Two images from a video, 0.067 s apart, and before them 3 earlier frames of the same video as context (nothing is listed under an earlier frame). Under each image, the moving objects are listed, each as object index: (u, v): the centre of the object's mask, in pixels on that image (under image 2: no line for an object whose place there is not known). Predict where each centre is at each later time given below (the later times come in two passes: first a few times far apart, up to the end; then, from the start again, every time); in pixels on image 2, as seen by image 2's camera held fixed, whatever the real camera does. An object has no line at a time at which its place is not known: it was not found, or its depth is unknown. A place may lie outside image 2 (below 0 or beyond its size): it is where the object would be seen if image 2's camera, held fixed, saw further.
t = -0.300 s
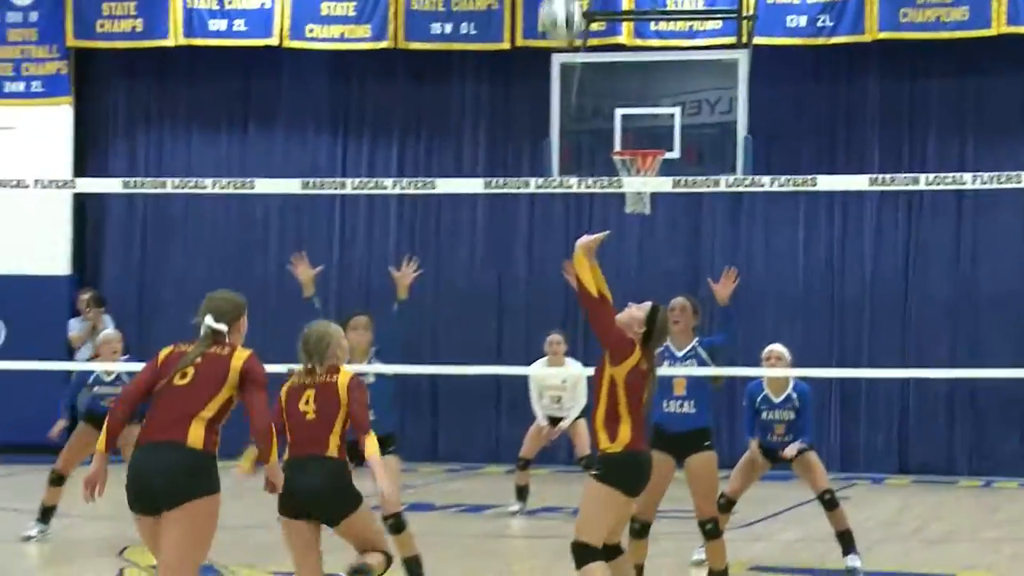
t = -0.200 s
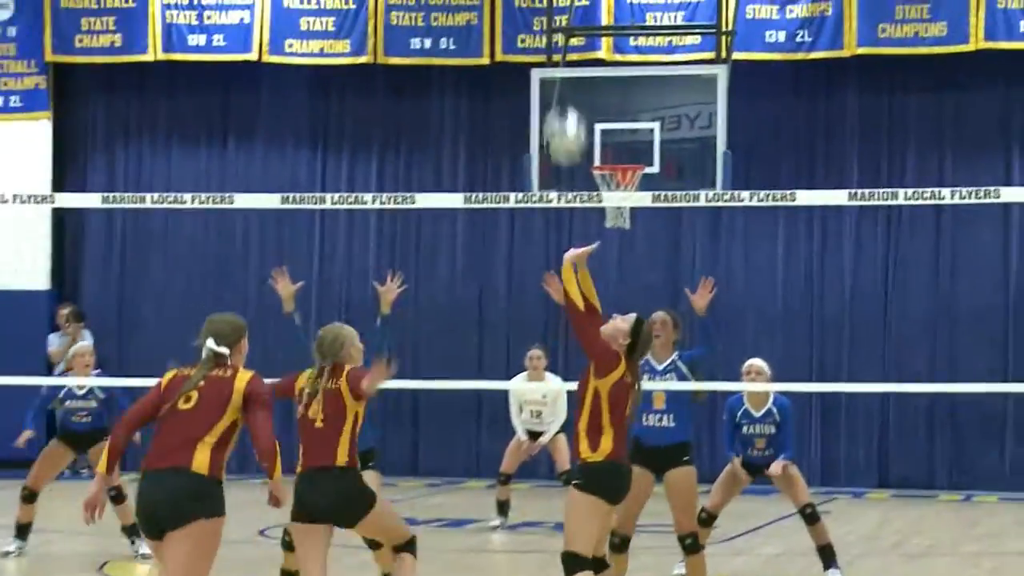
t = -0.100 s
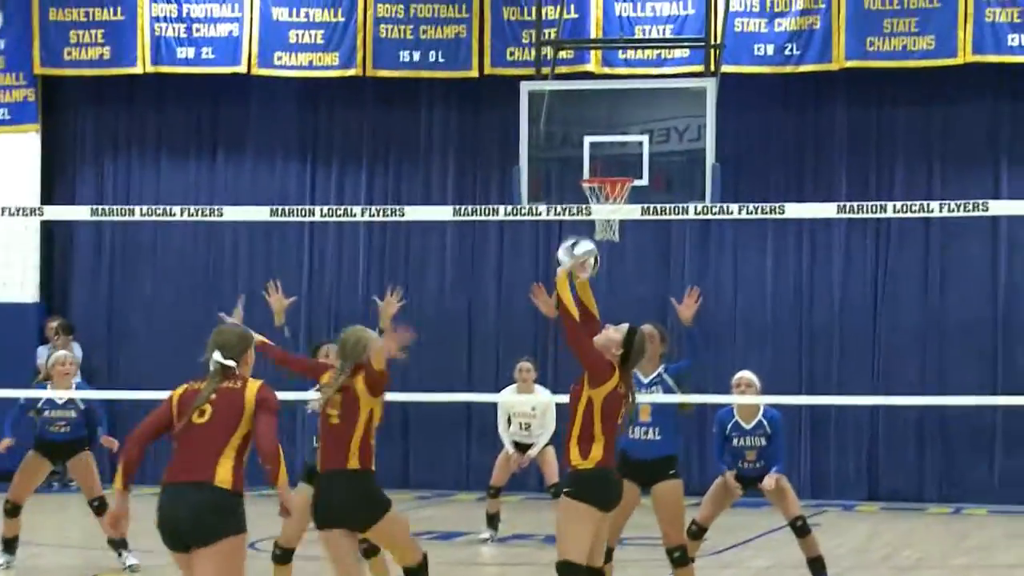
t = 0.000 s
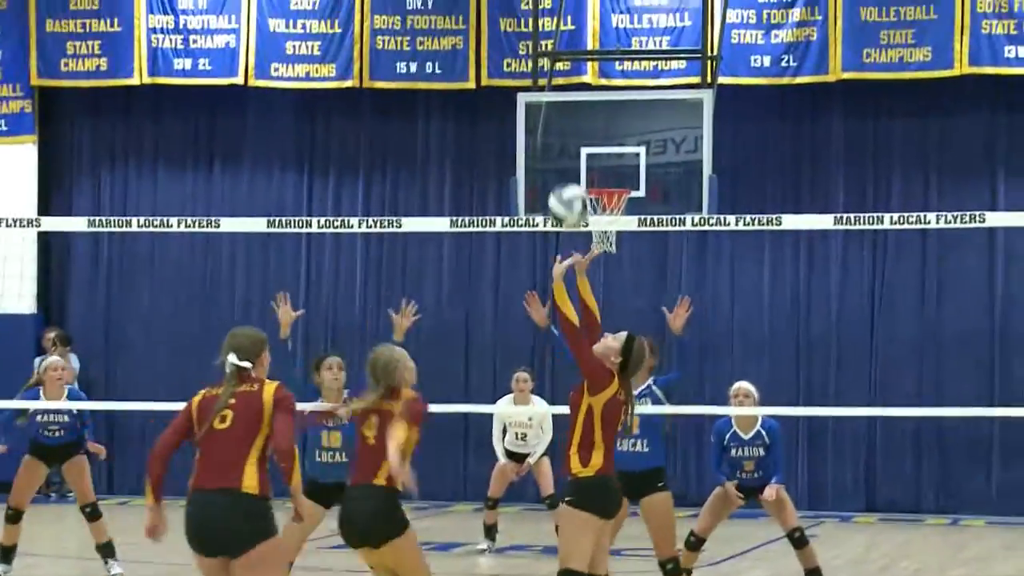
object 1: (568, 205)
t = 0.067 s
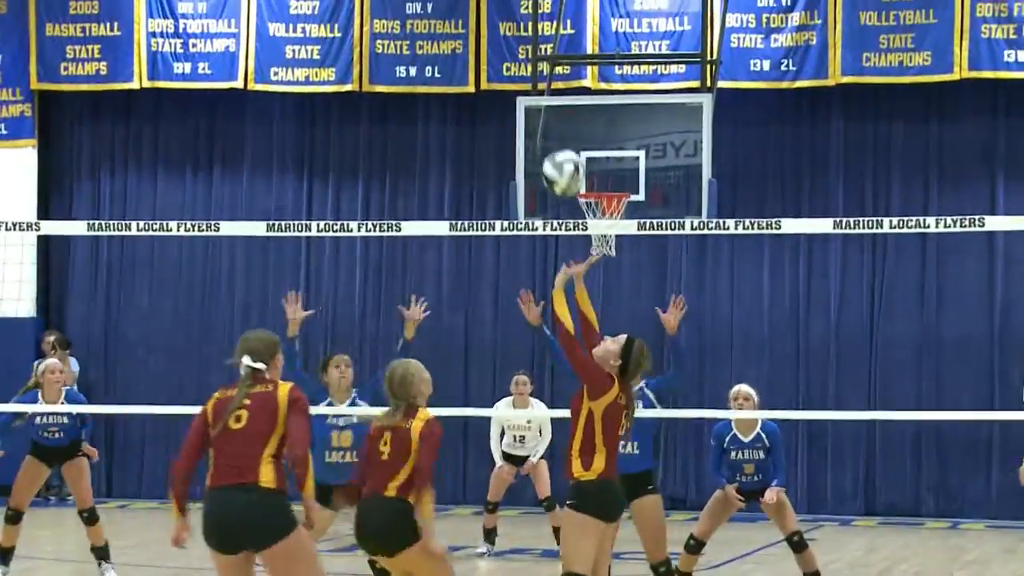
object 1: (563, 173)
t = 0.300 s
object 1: (546, 109)
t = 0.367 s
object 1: (539, 110)
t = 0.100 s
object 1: (561, 156)
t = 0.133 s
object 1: (558, 143)
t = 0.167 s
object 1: (556, 131)
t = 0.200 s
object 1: (554, 122)
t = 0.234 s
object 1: (551, 115)
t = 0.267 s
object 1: (548, 111)
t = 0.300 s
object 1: (546, 109)
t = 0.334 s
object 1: (542, 108)
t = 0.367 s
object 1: (539, 110)
